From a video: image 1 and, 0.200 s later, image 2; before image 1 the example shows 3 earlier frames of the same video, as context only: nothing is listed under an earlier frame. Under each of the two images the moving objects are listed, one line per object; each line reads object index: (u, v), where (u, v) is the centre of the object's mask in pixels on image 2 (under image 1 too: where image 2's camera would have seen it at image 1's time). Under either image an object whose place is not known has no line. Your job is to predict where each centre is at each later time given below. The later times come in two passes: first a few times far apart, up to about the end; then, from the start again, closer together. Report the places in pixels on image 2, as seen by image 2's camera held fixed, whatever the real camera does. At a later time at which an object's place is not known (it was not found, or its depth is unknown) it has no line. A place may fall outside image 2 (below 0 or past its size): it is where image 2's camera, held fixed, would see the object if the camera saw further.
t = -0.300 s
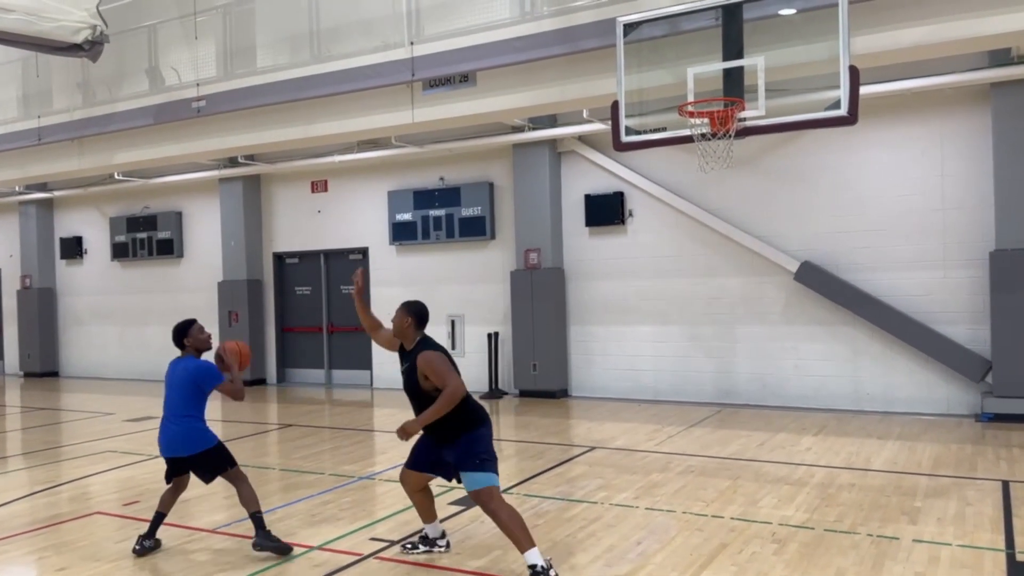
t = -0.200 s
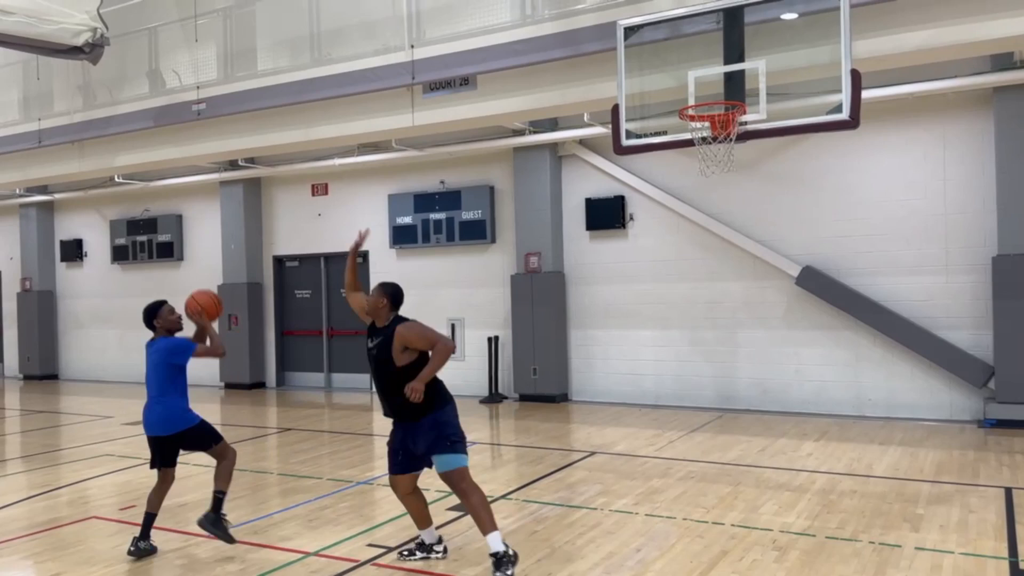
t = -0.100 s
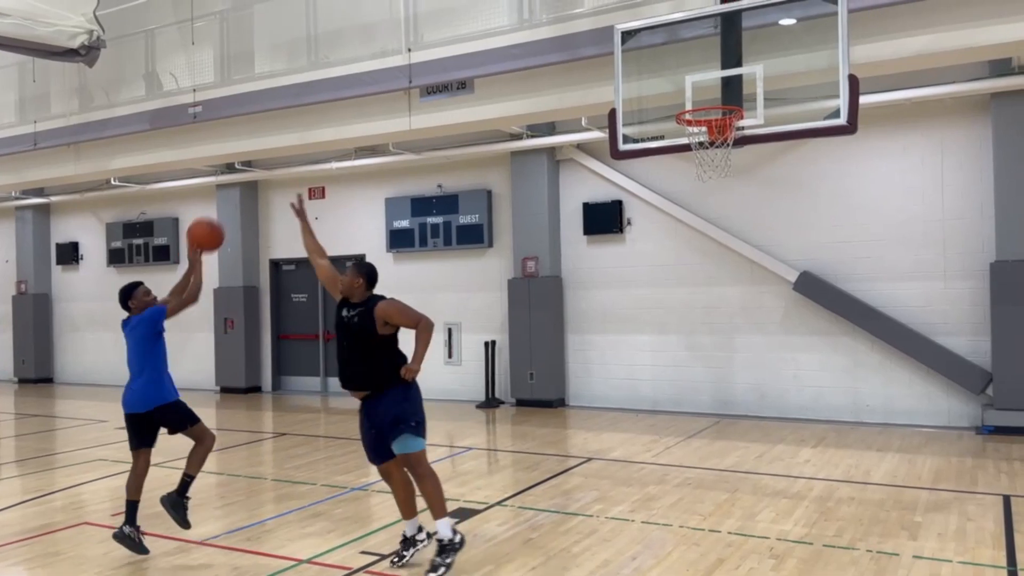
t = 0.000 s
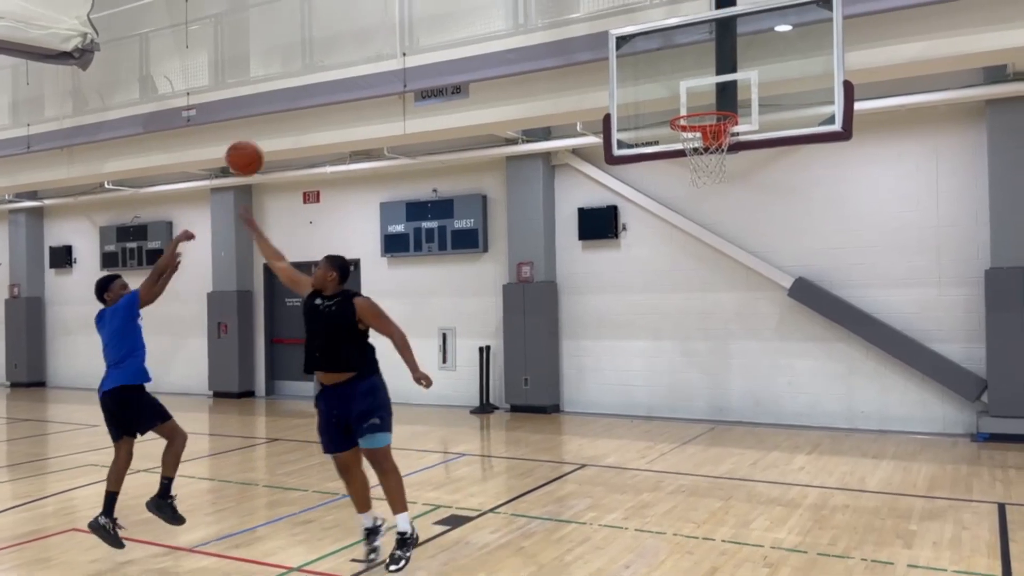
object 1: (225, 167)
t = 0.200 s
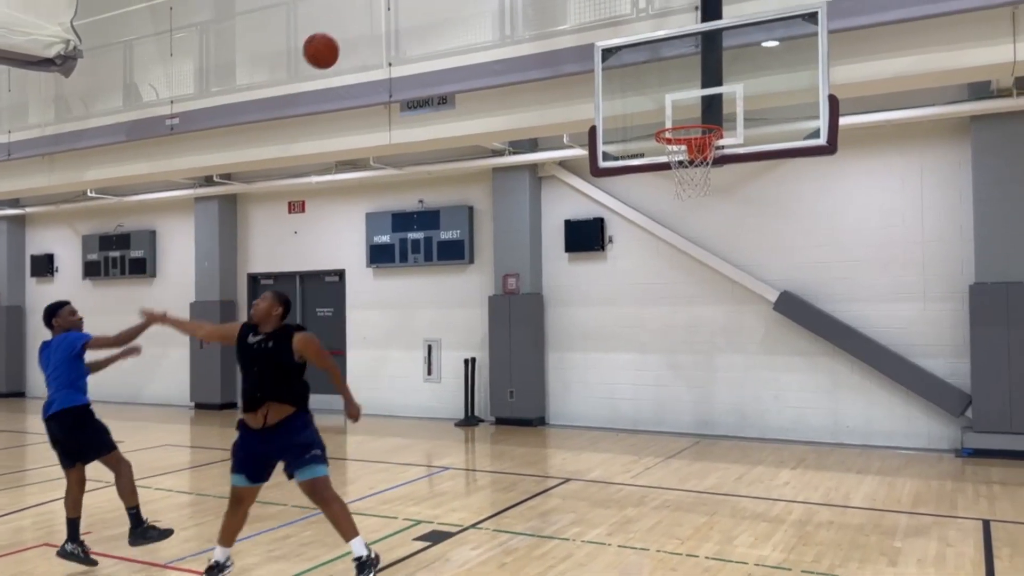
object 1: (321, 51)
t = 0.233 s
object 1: (336, 37)
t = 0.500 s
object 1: (457, -3)
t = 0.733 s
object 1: (559, 24)
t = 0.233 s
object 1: (336, 37)
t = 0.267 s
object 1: (351, 25)
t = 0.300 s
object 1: (367, 15)
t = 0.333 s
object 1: (382, 9)
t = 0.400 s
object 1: (413, 1)
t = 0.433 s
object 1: (428, -1)
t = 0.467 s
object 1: (443, -2)
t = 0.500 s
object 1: (457, -3)
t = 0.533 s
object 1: (472, -3)
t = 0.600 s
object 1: (501, -1)
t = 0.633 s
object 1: (516, 2)
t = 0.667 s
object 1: (530, 6)
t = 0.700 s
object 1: (545, 14)
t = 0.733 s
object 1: (559, 24)
